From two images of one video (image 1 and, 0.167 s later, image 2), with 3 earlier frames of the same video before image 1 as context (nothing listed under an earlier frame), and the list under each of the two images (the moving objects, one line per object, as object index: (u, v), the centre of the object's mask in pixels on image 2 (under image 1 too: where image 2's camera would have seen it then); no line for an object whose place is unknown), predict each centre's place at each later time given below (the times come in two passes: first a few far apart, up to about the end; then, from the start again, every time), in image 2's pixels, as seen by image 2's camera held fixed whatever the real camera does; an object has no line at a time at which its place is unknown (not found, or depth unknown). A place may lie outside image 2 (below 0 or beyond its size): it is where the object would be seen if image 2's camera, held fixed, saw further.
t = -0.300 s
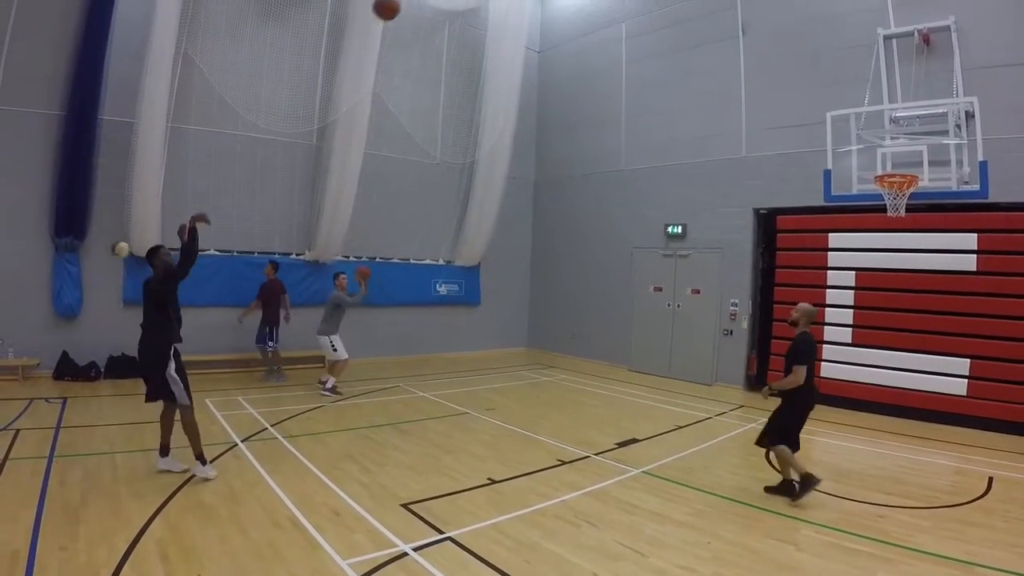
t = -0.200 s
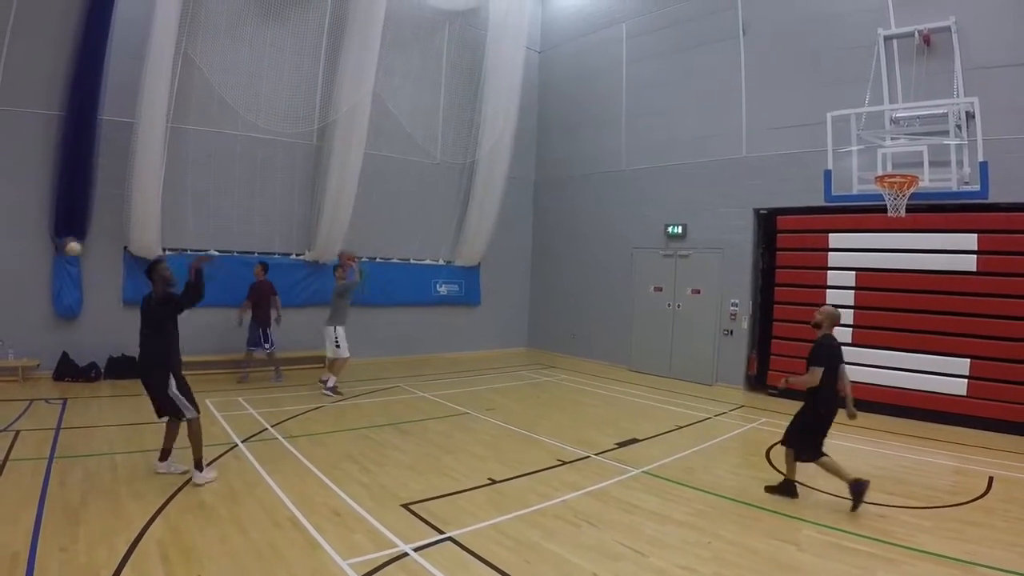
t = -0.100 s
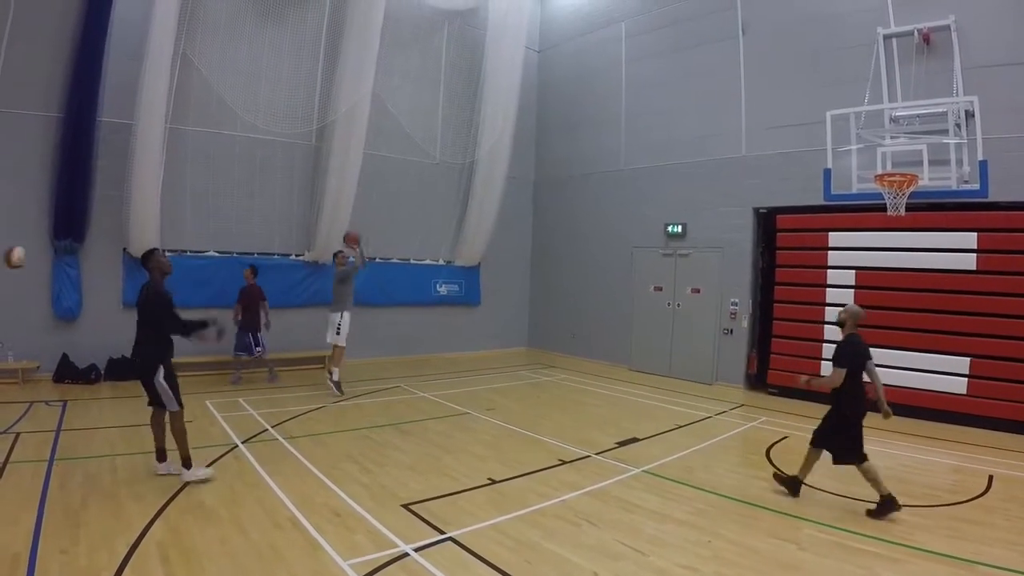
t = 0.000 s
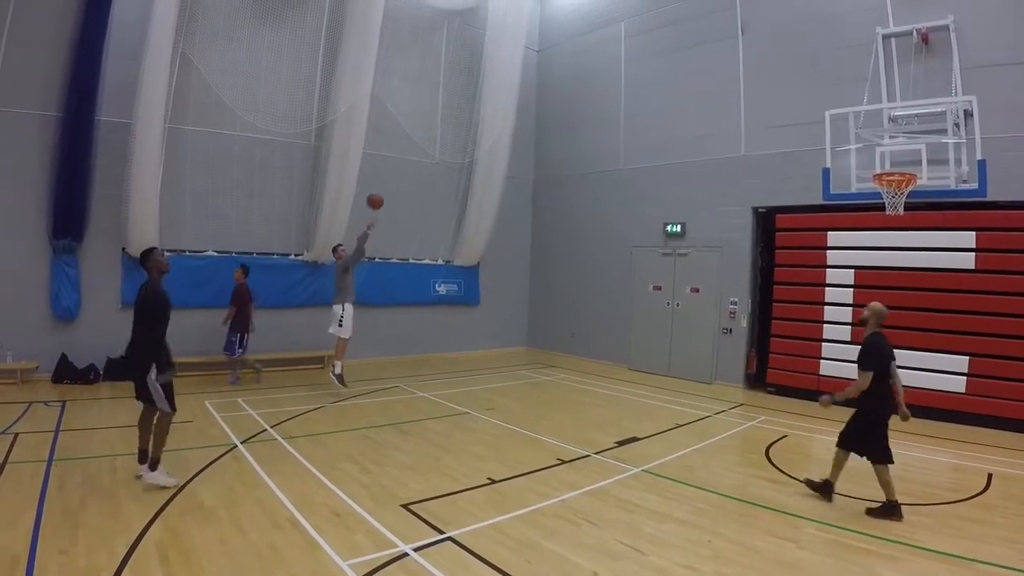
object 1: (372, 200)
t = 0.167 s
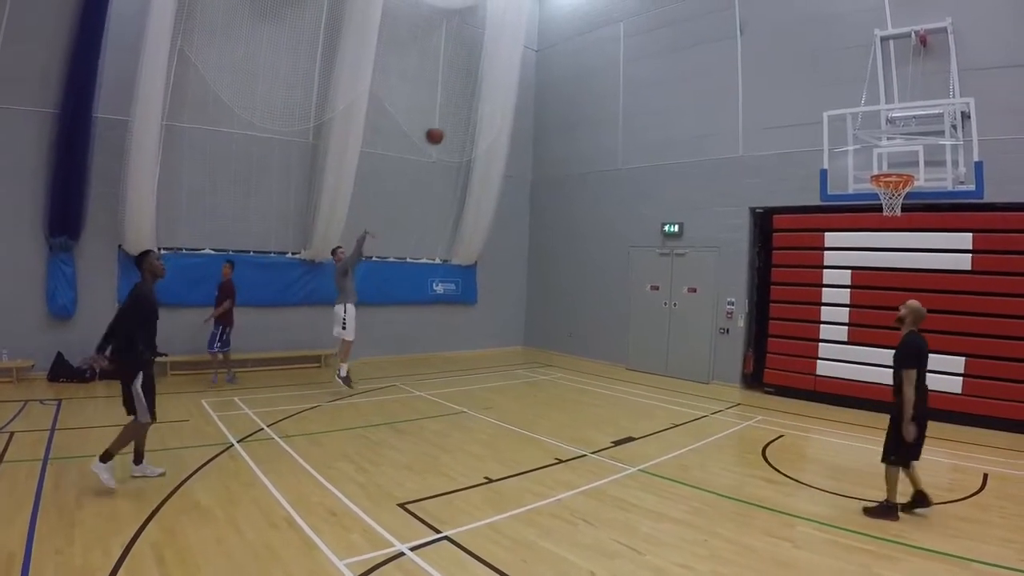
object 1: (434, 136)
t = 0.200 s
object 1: (447, 125)
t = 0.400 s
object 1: (529, 73)
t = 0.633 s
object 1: (633, 48)
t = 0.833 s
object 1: (730, 63)
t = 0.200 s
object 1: (447, 125)
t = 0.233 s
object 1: (460, 115)
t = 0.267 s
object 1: (474, 105)
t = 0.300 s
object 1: (487, 95)
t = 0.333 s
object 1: (501, 87)
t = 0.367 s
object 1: (516, 79)
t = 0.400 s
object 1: (529, 73)
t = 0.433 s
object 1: (544, 66)
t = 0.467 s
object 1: (557, 60)
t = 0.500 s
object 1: (572, 55)
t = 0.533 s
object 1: (587, 52)
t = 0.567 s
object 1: (602, 50)
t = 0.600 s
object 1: (618, 48)
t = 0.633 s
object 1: (633, 48)
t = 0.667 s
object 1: (649, 48)
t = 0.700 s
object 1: (664, 48)
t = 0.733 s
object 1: (681, 51)
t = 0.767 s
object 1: (697, 54)
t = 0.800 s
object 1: (713, 58)
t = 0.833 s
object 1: (730, 63)
